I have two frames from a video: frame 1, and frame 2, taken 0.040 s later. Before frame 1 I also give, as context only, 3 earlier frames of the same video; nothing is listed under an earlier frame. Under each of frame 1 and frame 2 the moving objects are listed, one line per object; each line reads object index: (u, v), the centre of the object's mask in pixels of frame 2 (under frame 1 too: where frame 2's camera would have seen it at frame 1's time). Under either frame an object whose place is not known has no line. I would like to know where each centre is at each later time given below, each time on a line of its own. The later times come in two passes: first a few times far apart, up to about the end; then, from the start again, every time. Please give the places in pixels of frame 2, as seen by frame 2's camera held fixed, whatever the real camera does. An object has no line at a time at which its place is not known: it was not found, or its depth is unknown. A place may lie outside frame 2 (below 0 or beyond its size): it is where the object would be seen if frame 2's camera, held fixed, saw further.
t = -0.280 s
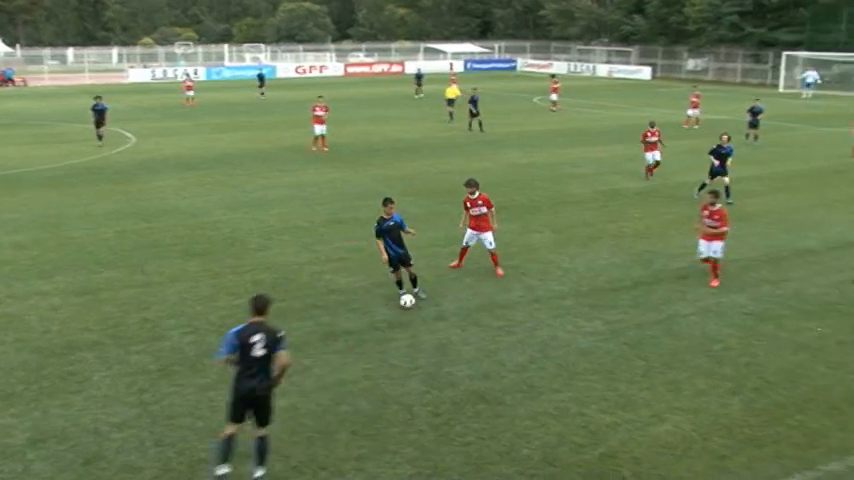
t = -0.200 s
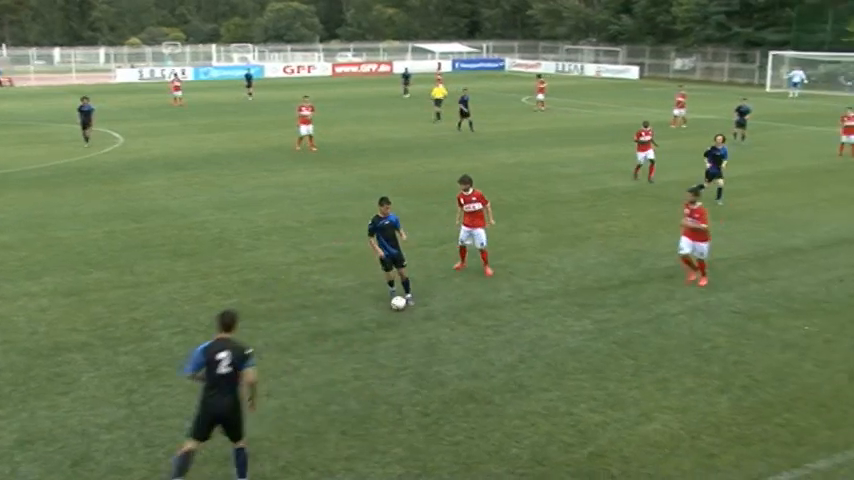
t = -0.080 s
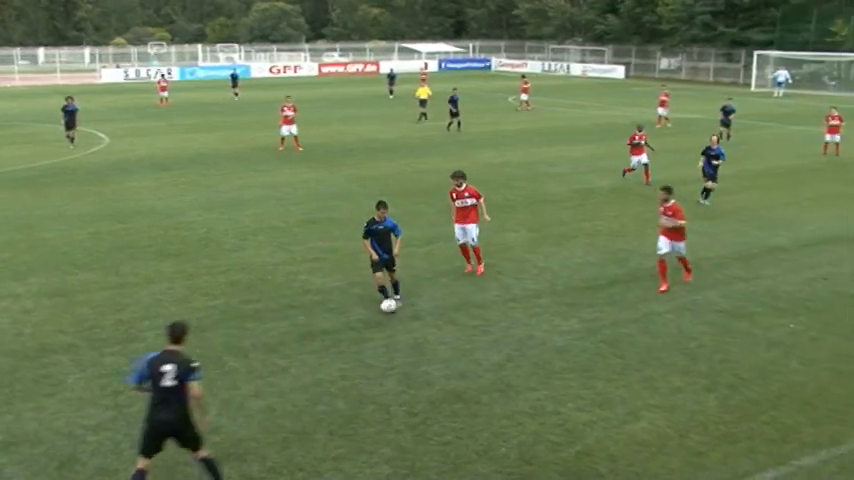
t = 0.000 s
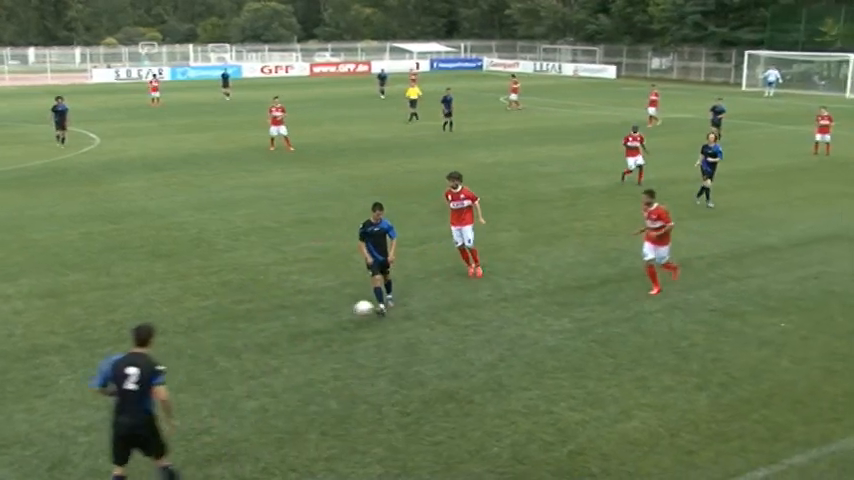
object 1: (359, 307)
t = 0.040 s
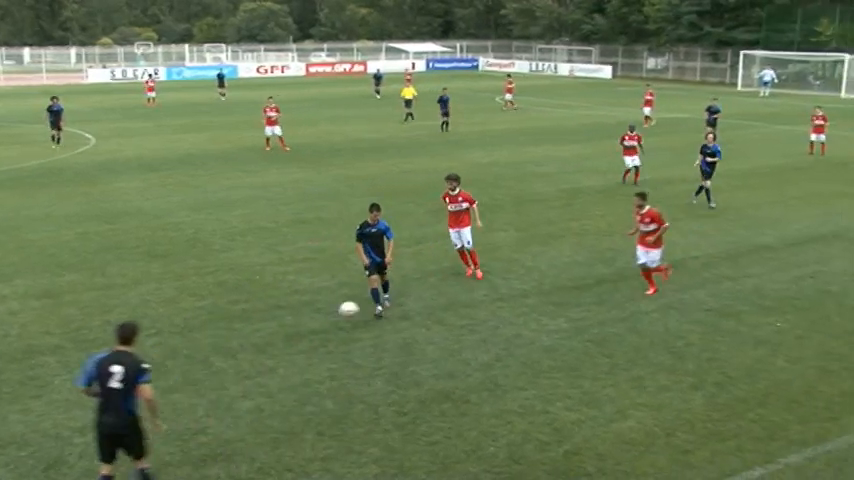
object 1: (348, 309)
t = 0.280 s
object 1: (276, 337)
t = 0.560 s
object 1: (196, 389)
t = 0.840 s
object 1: (129, 432)
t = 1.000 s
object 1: (89, 455)
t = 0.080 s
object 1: (337, 310)
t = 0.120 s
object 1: (325, 313)
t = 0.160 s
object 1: (313, 317)
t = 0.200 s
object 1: (301, 323)
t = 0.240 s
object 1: (289, 330)
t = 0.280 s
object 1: (276, 337)
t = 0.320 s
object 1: (263, 346)
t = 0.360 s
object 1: (251, 357)
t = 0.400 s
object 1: (238, 370)
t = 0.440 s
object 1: (224, 384)
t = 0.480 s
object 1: (215, 386)
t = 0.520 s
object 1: (206, 387)
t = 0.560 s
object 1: (196, 389)
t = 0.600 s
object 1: (187, 392)
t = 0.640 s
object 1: (178, 397)
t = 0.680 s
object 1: (168, 403)
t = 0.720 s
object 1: (158, 412)
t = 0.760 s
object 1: (148, 422)
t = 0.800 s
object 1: (139, 428)
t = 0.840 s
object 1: (129, 432)
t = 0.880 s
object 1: (119, 438)
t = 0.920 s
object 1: (109, 445)
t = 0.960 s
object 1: (99, 451)
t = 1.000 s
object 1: (89, 455)
